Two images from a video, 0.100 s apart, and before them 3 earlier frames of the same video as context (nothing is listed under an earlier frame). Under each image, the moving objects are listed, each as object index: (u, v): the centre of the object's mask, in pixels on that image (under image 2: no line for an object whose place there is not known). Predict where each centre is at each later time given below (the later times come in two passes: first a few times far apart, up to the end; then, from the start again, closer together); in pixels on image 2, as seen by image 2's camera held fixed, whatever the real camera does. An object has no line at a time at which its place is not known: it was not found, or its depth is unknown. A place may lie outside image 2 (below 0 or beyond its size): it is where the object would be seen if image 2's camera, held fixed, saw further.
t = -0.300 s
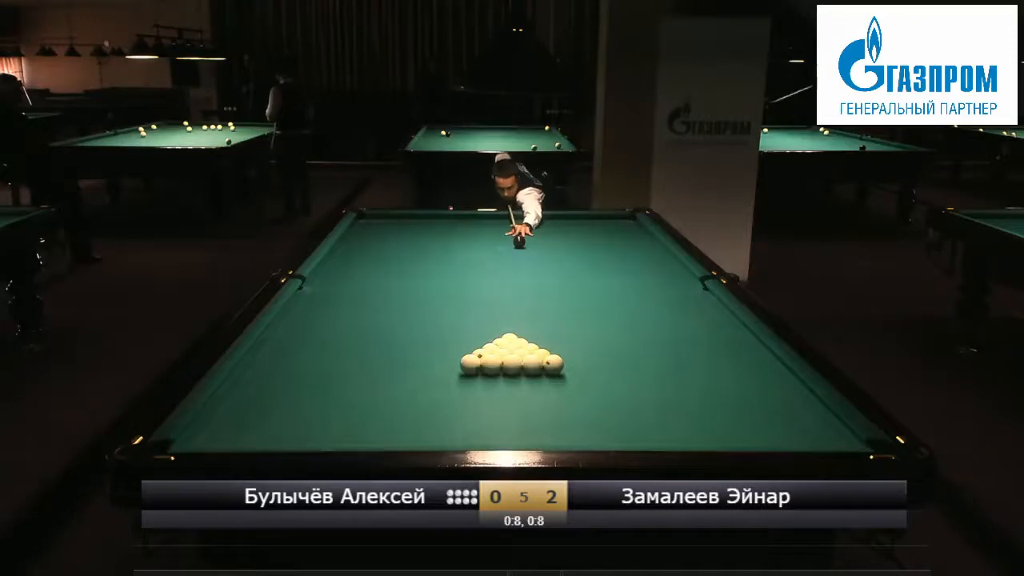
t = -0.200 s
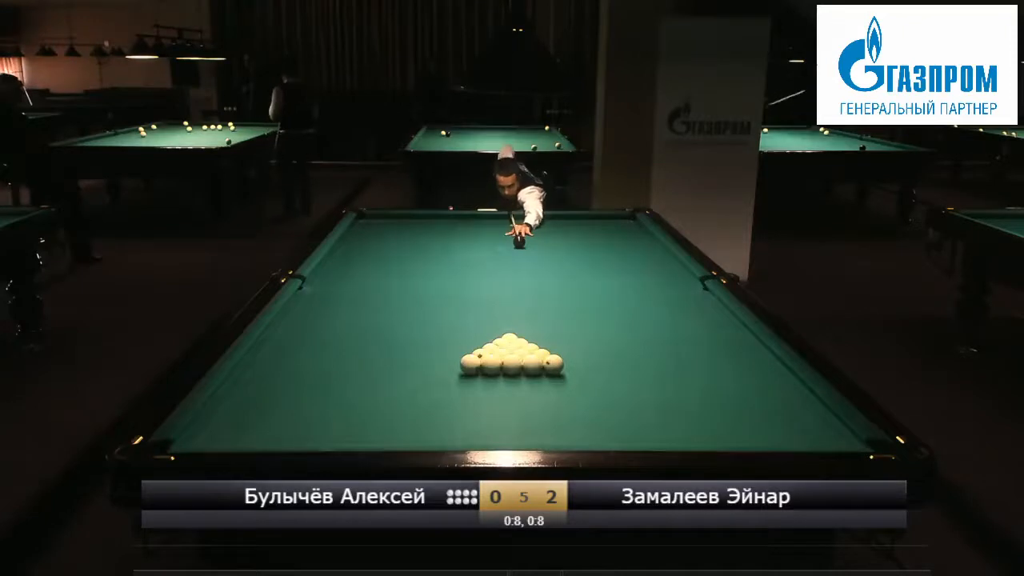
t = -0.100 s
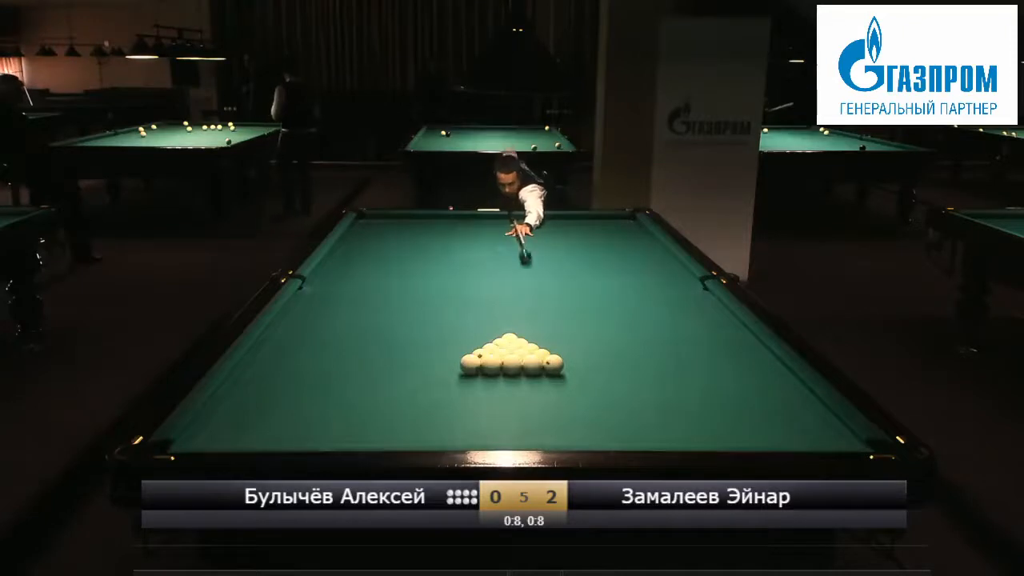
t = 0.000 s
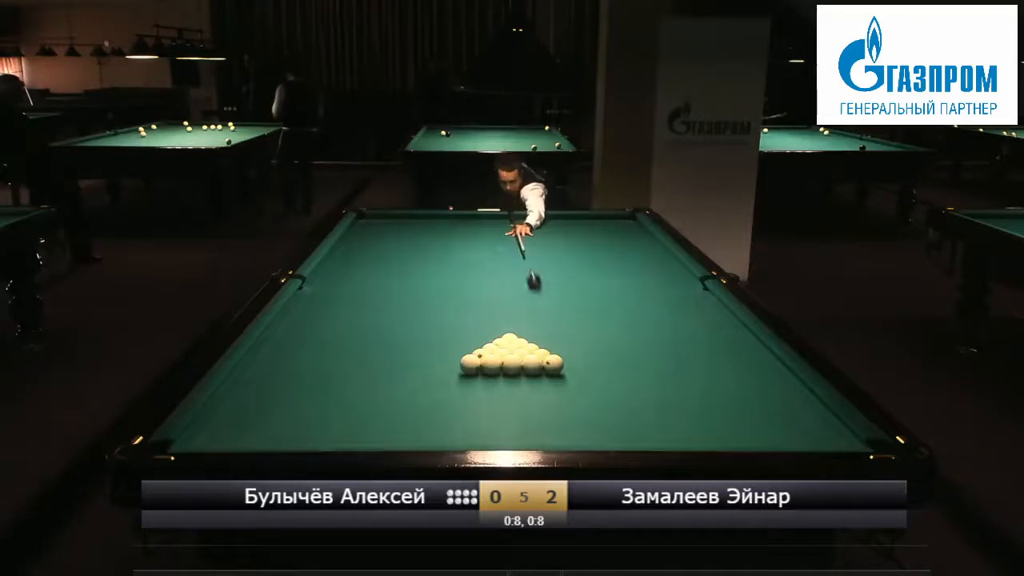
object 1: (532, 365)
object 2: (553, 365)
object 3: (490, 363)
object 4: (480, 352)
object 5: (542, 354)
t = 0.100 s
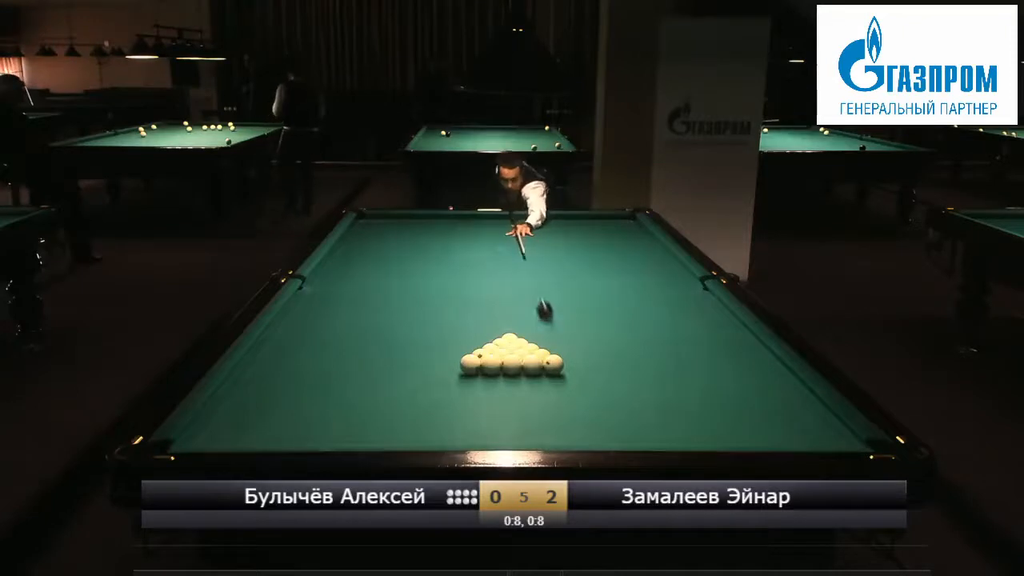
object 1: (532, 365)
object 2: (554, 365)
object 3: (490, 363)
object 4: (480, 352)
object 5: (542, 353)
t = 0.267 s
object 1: (533, 366)
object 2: (556, 372)
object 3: (489, 365)
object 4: (474, 357)
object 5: (544, 356)
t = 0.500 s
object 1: (536, 369)
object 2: (578, 432)
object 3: (481, 370)
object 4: (460, 355)
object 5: (543, 355)
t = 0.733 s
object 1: (539, 370)
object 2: (583, 391)
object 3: (474, 375)
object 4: (443, 352)
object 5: (542, 355)
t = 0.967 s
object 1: (541, 372)
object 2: (587, 358)
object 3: (466, 380)
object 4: (428, 350)
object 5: (541, 355)
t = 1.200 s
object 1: (543, 373)
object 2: (591, 333)
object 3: (459, 384)
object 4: (415, 347)
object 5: (541, 356)
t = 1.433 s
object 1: (545, 373)
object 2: (594, 311)
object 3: (453, 388)
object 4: (403, 345)
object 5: (540, 357)
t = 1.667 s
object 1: (546, 374)
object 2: (597, 293)
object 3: (447, 392)
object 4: (391, 343)
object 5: (540, 357)
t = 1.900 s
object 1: (546, 374)
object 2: (600, 278)
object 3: (442, 395)
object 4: (382, 342)
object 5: (540, 357)
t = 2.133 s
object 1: (547, 374)
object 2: (602, 264)
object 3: (438, 399)
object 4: (373, 340)
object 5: (542, 356)
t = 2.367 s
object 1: (562, 373)
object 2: (604, 253)
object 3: (433, 401)
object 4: (366, 339)
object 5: (549, 358)
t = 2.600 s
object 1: (584, 373)
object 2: (606, 243)
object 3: (430, 403)
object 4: (359, 337)
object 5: (553, 357)
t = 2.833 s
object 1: (604, 373)
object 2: (607, 234)
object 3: (427, 406)
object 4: (354, 336)
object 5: (558, 357)
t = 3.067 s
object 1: (623, 373)
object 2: (608, 225)
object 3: (425, 406)
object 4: (349, 335)
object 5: (560, 357)
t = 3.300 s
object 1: (640, 373)
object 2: (609, 218)
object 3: (424, 408)
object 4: (346, 335)
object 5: (562, 357)
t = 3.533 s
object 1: (656, 373)
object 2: (614, 217)
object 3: (424, 408)
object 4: (343, 334)
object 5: (561, 357)
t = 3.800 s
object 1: (673, 373)
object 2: (624, 222)
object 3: (424, 408)
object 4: (342, 333)
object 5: (561, 357)
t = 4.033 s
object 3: (424, 408)
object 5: (561, 357)
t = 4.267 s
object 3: (424, 408)
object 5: (561, 357)
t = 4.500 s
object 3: (424, 408)
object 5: (561, 357)
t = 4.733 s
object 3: (424, 408)
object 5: (561, 357)
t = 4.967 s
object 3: (424, 408)
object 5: (561, 357)
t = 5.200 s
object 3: (424, 408)
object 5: (561, 357)
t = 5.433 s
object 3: (424, 408)
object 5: (561, 357)
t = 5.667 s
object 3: (424, 408)
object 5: (561, 357)
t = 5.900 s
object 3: (424, 408)
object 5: (561, 357)
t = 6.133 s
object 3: (424, 408)
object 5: (561, 357)
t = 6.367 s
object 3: (424, 408)
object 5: (561, 357)
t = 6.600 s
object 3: (424, 408)
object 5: (561, 357)
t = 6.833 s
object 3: (424, 408)
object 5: (561, 357)
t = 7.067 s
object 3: (424, 408)
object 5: (561, 357)
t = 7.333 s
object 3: (424, 408)
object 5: (561, 357)
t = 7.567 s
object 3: (424, 408)
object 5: (561, 357)
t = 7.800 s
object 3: (424, 408)
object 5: (561, 357)
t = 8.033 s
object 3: (424, 408)
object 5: (561, 357)
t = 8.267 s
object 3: (424, 408)
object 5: (561, 357)
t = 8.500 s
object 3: (424, 408)
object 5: (561, 357)
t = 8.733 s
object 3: (424, 408)
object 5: (561, 357)
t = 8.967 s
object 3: (424, 408)
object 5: (561, 357)
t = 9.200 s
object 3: (424, 408)
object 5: (561, 357)
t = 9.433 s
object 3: (424, 408)
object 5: (561, 357)
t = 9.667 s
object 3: (424, 408)
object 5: (561, 357)
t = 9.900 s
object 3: (424, 408)
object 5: (561, 357)
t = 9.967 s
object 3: (424, 408)
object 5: (561, 356)
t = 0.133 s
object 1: (532, 365)
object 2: (553, 365)
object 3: (490, 363)
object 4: (480, 352)
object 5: (542, 353)
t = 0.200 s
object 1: (532, 365)
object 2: (553, 365)
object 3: (491, 363)
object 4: (480, 352)
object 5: (542, 354)
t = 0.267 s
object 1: (533, 366)
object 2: (556, 372)
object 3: (489, 365)
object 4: (474, 357)
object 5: (544, 356)
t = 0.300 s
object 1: (534, 366)
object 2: (559, 382)
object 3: (488, 367)
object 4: (473, 357)
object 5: (544, 356)
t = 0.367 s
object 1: (534, 367)
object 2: (566, 404)
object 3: (486, 367)
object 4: (469, 356)
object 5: (545, 355)
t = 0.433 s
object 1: (535, 368)
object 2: (573, 429)
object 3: (483, 369)
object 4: (464, 356)
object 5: (543, 355)
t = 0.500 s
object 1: (536, 369)
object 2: (578, 432)
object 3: (481, 370)
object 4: (460, 355)
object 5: (543, 355)
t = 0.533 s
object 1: (536, 369)
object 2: (578, 425)
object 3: (480, 371)
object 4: (457, 355)
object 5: (543, 355)
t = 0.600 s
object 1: (537, 369)
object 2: (580, 414)
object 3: (478, 372)
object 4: (453, 354)
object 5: (543, 355)
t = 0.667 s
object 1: (537, 370)
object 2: (581, 401)
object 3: (476, 373)
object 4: (448, 353)
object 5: (542, 355)
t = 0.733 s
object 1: (539, 370)
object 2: (583, 391)
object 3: (474, 375)
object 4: (443, 352)
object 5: (542, 355)
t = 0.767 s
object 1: (539, 371)
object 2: (584, 386)
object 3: (473, 375)
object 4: (441, 352)
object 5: (542, 355)
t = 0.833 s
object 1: (539, 371)
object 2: (585, 376)
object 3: (471, 377)
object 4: (437, 351)
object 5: (541, 355)
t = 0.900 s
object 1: (540, 371)
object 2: (587, 367)
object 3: (468, 378)
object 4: (433, 350)
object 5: (541, 355)
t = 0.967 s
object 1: (541, 372)
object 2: (587, 358)
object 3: (466, 380)
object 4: (428, 350)
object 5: (541, 355)
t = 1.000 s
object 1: (541, 372)
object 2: (588, 354)
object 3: (465, 380)
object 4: (426, 349)
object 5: (541, 355)
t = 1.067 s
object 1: (542, 373)
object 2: (589, 347)
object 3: (463, 381)
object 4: (423, 349)
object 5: (541, 355)
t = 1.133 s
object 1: (542, 372)
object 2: (590, 340)
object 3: (461, 383)
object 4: (419, 348)
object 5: (541, 356)
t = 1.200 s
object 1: (543, 373)
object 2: (591, 333)
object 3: (459, 384)
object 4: (415, 347)
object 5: (541, 356)
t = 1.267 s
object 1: (543, 373)
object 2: (592, 326)
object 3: (458, 385)
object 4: (411, 347)
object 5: (540, 356)
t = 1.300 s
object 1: (544, 373)
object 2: (593, 323)
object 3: (457, 386)
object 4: (409, 346)
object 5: (540, 356)
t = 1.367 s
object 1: (544, 373)
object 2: (594, 317)
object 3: (455, 387)
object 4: (406, 346)
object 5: (540, 356)
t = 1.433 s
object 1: (545, 373)
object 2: (594, 311)
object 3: (453, 388)
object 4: (403, 345)
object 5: (540, 357)
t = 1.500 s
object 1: (545, 373)
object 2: (595, 306)
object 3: (451, 389)
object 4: (400, 344)
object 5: (540, 357)
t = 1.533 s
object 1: (545, 373)
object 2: (596, 303)
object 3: (451, 390)
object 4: (398, 344)
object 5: (540, 357)
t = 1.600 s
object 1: (546, 373)
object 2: (597, 298)
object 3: (449, 391)
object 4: (395, 344)
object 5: (540, 357)
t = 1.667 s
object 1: (546, 374)
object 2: (597, 293)
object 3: (447, 392)
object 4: (391, 343)
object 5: (540, 357)
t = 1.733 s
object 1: (546, 374)
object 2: (598, 289)
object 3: (446, 393)
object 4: (389, 343)
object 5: (540, 357)
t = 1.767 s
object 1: (546, 374)
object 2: (598, 286)
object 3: (445, 393)
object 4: (387, 343)
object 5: (540, 357)
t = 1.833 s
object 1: (546, 374)
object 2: (599, 282)
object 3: (443, 395)
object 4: (384, 342)
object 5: (540, 357)
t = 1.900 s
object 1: (546, 374)
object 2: (600, 278)
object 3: (442, 395)
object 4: (382, 342)
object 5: (540, 357)
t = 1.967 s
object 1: (546, 374)
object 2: (600, 274)
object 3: (441, 396)
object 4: (379, 341)
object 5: (540, 357)
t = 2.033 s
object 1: (546, 374)
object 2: (601, 270)
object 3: (439, 397)
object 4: (377, 341)
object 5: (540, 357)
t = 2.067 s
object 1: (546, 374)
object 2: (601, 268)
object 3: (439, 398)
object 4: (375, 341)
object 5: (540, 357)
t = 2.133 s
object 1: (547, 374)
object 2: (602, 264)
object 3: (438, 399)
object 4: (373, 340)
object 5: (542, 356)
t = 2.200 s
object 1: (547, 373)
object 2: (603, 261)
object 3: (436, 399)
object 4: (371, 339)
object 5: (544, 356)
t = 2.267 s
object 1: (553, 373)
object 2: (603, 258)
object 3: (435, 400)
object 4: (369, 339)
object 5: (546, 357)
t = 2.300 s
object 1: (556, 373)
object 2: (603, 256)
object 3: (434, 400)
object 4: (368, 339)
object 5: (546, 357)
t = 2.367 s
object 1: (562, 373)
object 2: (604, 253)
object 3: (433, 401)
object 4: (366, 339)
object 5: (549, 358)
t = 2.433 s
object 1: (568, 373)
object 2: (605, 250)
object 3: (432, 402)
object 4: (364, 338)
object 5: (551, 357)
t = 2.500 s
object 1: (574, 374)
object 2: (605, 247)
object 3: (431, 402)
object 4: (362, 338)
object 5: (552, 357)
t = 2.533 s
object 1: (577, 374)
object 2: (605, 246)
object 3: (430, 403)
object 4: (361, 338)
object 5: (552, 357)
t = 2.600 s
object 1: (584, 373)
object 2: (606, 243)
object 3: (430, 403)
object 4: (359, 337)
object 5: (553, 357)
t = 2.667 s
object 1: (589, 373)
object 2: (606, 240)
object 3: (429, 404)
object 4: (357, 337)
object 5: (555, 357)
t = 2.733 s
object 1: (595, 373)
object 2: (607, 237)
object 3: (428, 405)
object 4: (356, 336)
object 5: (556, 356)
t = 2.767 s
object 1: (598, 373)
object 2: (607, 236)
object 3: (428, 405)
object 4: (355, 337)
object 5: (557, 357)
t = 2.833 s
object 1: (604, 373)
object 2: (607, 234)
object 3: (427, 406)
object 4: (354, 336)
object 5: (558, 357)
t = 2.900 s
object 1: (609, 373)
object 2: (608, 231)
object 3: (427, 406)
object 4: (352, 336)
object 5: (559, 357)
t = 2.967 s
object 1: (615, 373)
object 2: (608, 229)
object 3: (426, 406)
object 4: (351, 336)
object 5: (559, 357)
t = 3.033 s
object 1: (620, 373)
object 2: (608, 226)
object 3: (425, 407)
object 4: (350, 336)
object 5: (560, 357)
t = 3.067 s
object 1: (623, 373)
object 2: (608, 225)
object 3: (425, 406)
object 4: (349, 335)
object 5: (560, 357)
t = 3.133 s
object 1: (628, 373)
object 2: (609, 223)
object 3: (425, 407)
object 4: (348, 335)
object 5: (561, 356)
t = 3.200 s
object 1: (633, 373)
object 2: (609, 221)
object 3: (424, 407)
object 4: (347, 335)
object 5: (562, 357)
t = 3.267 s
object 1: (637, 373)
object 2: (609, 219)
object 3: (424, 407)
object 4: (346, 335)
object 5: (562, 357)
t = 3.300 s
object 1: (640, 373)
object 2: (609, 218)
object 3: (424, 408)
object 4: (346, 335)
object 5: (562, 357)
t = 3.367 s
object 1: (644, 373)
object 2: (610, 216)
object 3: (424, 408)
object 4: (345, 334)
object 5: (562, 357)
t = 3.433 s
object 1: (649, 373)
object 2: (611, 216)
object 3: (424, 408)
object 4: (344, 334)
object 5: (562, 357)
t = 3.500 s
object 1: (654, 373)
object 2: (613, 217)
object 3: (424, 408)
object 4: (344, 334)
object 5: (562, 357)
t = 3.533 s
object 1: (656, 373)
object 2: (614, 217)
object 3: (424, 408)
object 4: (343, 334)
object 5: (561, 357)
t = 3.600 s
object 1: (661, 373)
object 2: (617, 219)
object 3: (424, 408)
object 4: (343, 334)
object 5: (561, 357)
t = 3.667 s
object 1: (665, 373)
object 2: (619, 220)
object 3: (424, 408)
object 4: (342, 334)
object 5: (561, 356)
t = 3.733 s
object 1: (669, 373)
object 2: (621, 221)
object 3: (424, 408)
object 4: (342, 334)
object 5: (561, 357)
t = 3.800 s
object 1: (673, 373)
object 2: (624, 222)
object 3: (424, 408)
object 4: (342, 333)
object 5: (561, 357)
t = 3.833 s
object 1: (675, 373)
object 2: (625, 223)
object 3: (424, 408)
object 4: (342, 334)
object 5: (561, 357)
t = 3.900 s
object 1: (678, 372)
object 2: (627, 224)
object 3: (424, 408)
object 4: (342, 333)
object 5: (561, 357)
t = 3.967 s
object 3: (424, 408)
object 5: (561, 357)
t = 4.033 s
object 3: (424, 408)
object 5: (561, 357)
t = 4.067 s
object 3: (424, 408)
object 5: (561, 357)
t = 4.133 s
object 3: (424, 408)
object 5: (561, 357)
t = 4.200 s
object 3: (424, 408)
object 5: (561, 357)
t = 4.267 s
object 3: (424, 408)
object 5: (561, 357)
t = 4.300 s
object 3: (424, 408)
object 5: (561, 357)
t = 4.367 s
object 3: (424, 408)
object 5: (561, 357)
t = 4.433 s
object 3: (424, 408)
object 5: (561, 357)
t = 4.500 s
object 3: (424, 408)
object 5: (561, 357)
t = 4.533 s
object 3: (424, 408)
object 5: (561, 357)
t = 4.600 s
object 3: (424, 408)
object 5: (561, 357)
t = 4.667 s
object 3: (424, 408)
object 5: (561, 357)
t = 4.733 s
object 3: (424, 408)
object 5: (561, 357)
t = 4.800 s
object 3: (424, 408)
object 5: (561, 357)
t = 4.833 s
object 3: (424, 408)
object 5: (561, 357)
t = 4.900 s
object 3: (424, 408)
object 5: (561, 357)
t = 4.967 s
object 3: (424, 408)
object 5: (561, 357)
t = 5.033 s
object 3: (424, 408)
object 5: (561, 357)
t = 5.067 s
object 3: (424, 408)
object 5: (561, 357)
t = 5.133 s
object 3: (424, 408)
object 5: (561, 357)
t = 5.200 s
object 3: (424, 408)
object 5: (561, 357)
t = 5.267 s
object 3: (424, 408)
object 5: (561, 357)
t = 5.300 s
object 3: (424, 408)
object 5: (561, 357)
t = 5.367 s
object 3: (424, 408)
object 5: (561, 357)
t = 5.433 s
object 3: (424, 408)
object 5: (561, 357)
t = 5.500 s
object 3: (424, 408)
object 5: (561, 357)
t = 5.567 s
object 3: (424, 408)
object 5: (561, 357)
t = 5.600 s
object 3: (424, 408)
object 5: (561, 357)
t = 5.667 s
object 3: (424, 408)
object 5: (561, 357)
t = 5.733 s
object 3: (424, 408)
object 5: (561, 357)
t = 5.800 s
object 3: (424, 408)
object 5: (561, 357)
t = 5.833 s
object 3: (424, 408)
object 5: (561, 357)
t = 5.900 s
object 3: (424, 408)
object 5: (561, 357)
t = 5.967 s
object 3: (424, 408)
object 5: (561, 357)
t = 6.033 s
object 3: (424, 408)
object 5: (561, 357)
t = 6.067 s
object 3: (424, 408)
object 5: (561, 357)
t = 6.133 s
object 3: (424, 408)
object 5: (561, 357)
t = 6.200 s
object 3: (424, 408)
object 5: (561, 357)
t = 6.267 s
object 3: (424, 408)
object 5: (561, 357)
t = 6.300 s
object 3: (424, 408)
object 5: (561, 357)
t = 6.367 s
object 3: (424, 408)
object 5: (561, 357)
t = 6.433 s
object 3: (424, 408)
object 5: (561, 357)
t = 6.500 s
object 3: (424, 408)
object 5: (561, 357)
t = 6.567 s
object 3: (424, 408)
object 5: (561, 357)
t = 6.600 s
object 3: (424, 408)
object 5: (561, 357)
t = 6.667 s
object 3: (424, 408)
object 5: (561, 357)
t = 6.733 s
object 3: (424, 408)
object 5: (561, 357)
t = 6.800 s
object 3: (424, 408)
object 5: (561, 357)
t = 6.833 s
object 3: (424, 408)
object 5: (561, 357)
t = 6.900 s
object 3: (424, 408)
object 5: (561, 357)
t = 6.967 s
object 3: (424, 408)
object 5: (561, 357)
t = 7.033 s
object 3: (424, 408)
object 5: (561, 357)
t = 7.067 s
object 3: (424, 408)
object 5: (561, 357)
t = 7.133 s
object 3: (424, 408)
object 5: (561, 357)
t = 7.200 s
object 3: (424, 408)
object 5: (561, 357)
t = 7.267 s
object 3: (424, 408)
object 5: (561, 357)
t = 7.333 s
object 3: (424, 408)
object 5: (561, 357)
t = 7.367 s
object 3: (424, 408)
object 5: (561, 357)
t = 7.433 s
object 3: (424, 408)
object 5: (561, 357)
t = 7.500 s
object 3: (424, 408)
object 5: (561, 357)
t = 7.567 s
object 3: (424, 408)
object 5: (561, 357)
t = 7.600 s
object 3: (424, 408)
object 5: (561, 357)
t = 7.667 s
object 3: (424, 408)
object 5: (561, 357)
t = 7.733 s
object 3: (424, 408)
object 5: (561, 357)
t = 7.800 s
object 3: (424, 408)
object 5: (561, 357)
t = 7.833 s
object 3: (424, 408)
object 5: (561, 357)
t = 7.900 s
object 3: (424, 408)
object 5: (561, 357)
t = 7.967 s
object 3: (424, 408)
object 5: (561, 357)
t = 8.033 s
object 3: (424, 408)
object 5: (561, 357)
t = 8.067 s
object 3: (424, 408)
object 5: (561, 357)
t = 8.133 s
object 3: (424, 408)
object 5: (561, 357)
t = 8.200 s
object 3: (424, 408)
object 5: (561, 357)
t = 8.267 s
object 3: (424, 408)
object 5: (561, 357)
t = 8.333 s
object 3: (424, 408)
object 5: (561, 357)
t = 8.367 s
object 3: (424, 408)
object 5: (561, 357)
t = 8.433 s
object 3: (424, 408)
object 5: (561, 357)
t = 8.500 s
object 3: (424, 408)
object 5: (561, 357)
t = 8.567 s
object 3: (424, 408)
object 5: (561, 357)
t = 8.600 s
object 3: (424, 408)
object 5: (561, 357)
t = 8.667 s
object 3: (424, 408)
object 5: (561, 357)
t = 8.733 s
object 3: (424, 408)
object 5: (561, 357)
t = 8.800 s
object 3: (424, 408)
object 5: (561, 357)
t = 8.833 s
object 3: (424, 408)
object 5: (561, 357)
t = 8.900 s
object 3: (424, 408)
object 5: (561, 357)
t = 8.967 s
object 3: (424, 408)
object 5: (561, 357)
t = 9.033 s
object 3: (424, 408)
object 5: (561, 357)
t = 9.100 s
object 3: (424, 408)
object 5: (561, 357)
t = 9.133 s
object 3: (424, 408)
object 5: (561, 357)
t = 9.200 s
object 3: (424, 408)
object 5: (561, 357)
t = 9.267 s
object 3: (424, 408)
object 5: (561, 357)
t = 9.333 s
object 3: (424, 408)
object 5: (561, 357)
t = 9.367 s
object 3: (424, 408)
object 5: (561, 357)
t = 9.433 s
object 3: (424, 408)
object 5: (561, 357)
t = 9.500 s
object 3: (424, 408)
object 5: (561, 357)
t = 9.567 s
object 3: (424, 408)
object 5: (561, 357)
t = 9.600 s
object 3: (424, 408)
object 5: (561, 357)
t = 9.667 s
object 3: (424, 408)
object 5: (561, 357)
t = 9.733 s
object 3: (424, 408)
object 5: (561, 357)
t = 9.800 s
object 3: (424, 408)
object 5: (561, 357)
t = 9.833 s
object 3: (424, 408)
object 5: (561, 357)
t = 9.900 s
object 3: (424, 408)
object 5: (561, 357)
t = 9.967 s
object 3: (424, 408)
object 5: (561, 356)
